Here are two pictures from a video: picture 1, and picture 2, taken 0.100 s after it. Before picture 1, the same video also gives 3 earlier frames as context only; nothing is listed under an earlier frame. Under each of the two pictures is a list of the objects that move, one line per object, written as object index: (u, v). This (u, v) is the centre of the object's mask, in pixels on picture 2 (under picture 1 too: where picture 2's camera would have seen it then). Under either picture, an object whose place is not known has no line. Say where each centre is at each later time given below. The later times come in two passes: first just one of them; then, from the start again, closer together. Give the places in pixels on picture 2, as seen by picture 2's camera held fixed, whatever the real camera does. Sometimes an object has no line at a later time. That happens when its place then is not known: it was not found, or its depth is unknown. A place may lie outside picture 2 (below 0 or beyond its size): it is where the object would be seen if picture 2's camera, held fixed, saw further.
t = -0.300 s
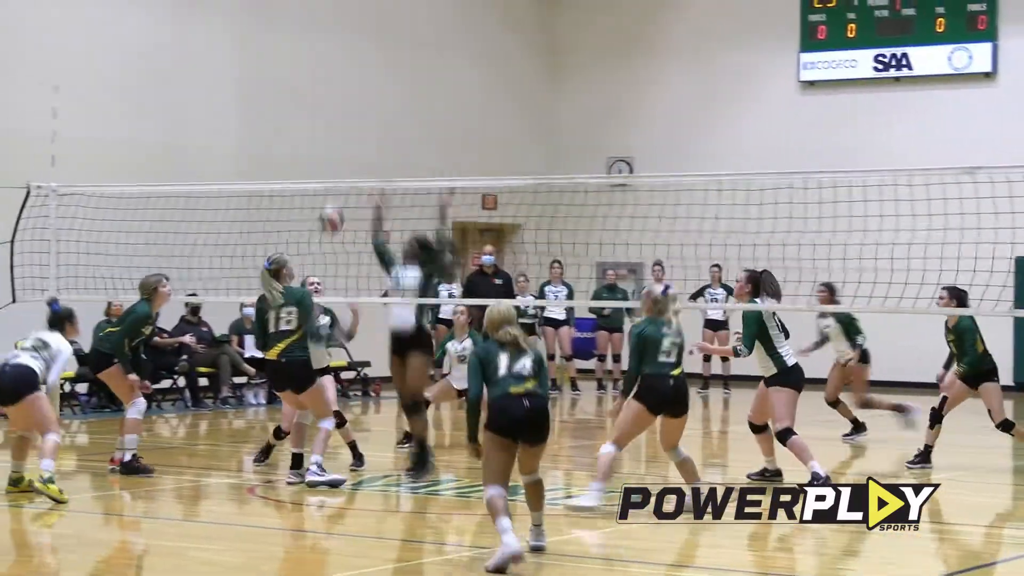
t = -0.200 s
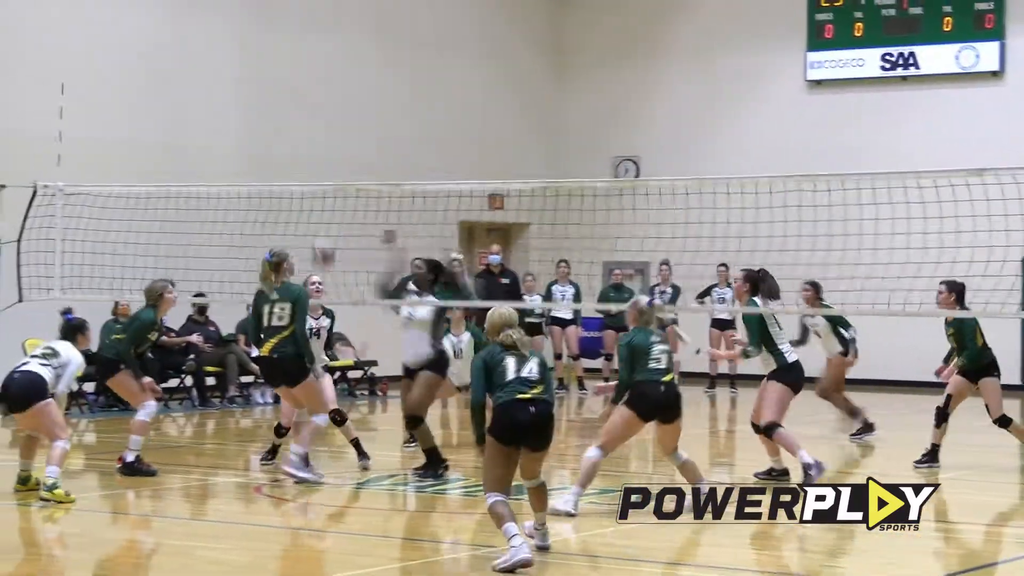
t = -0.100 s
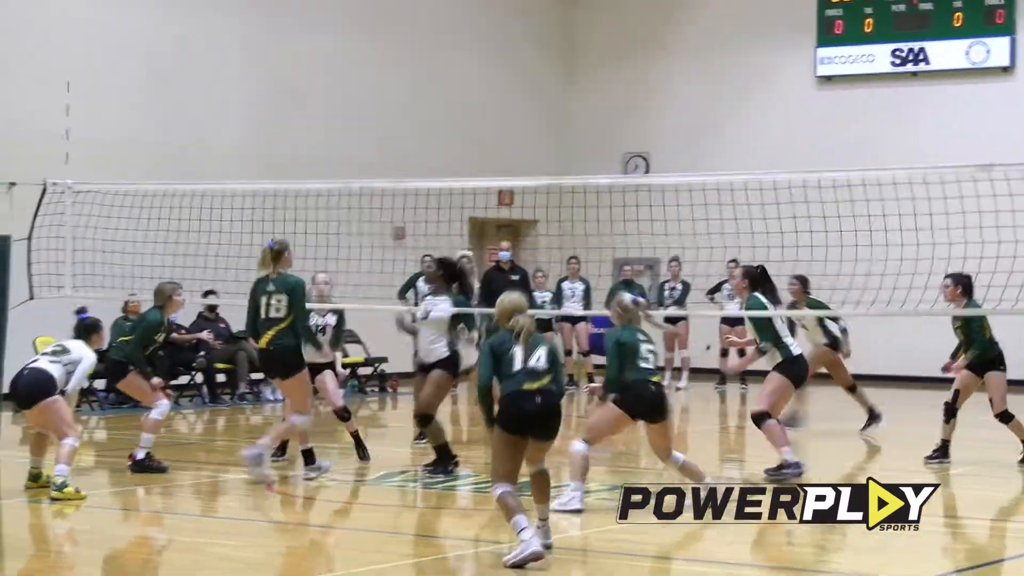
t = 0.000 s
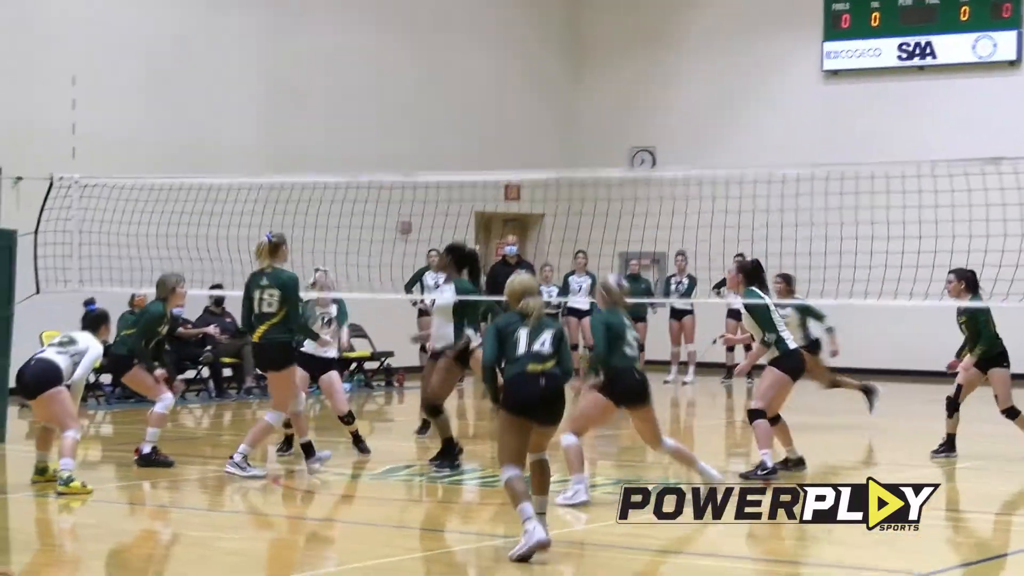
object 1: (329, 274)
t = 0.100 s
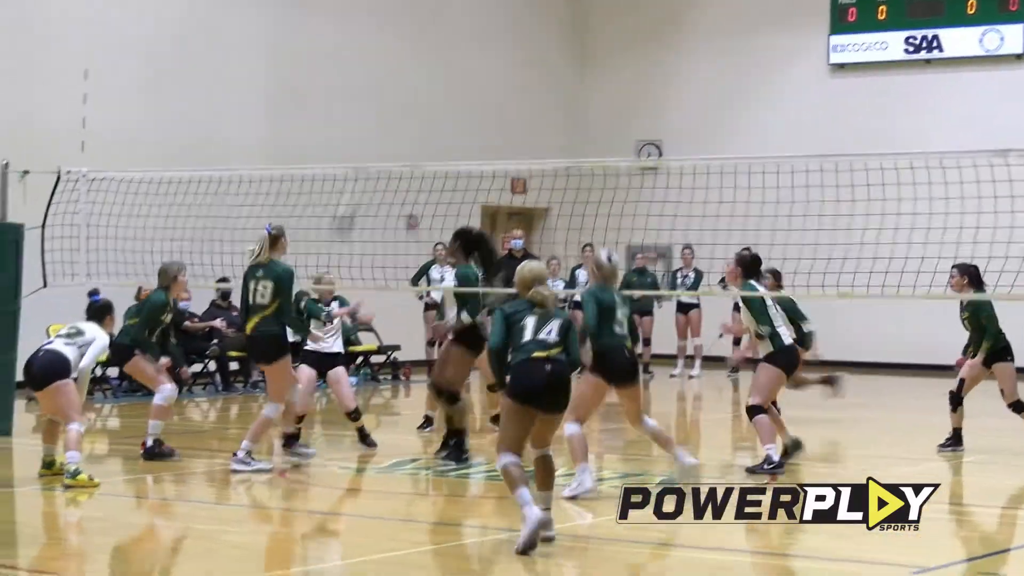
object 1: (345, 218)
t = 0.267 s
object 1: (375, 115)
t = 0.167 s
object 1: (357, 160)
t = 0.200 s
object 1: (362, 151)
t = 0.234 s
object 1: (370, 133)
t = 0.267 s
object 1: (375, 115)
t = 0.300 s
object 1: (382, 99)
